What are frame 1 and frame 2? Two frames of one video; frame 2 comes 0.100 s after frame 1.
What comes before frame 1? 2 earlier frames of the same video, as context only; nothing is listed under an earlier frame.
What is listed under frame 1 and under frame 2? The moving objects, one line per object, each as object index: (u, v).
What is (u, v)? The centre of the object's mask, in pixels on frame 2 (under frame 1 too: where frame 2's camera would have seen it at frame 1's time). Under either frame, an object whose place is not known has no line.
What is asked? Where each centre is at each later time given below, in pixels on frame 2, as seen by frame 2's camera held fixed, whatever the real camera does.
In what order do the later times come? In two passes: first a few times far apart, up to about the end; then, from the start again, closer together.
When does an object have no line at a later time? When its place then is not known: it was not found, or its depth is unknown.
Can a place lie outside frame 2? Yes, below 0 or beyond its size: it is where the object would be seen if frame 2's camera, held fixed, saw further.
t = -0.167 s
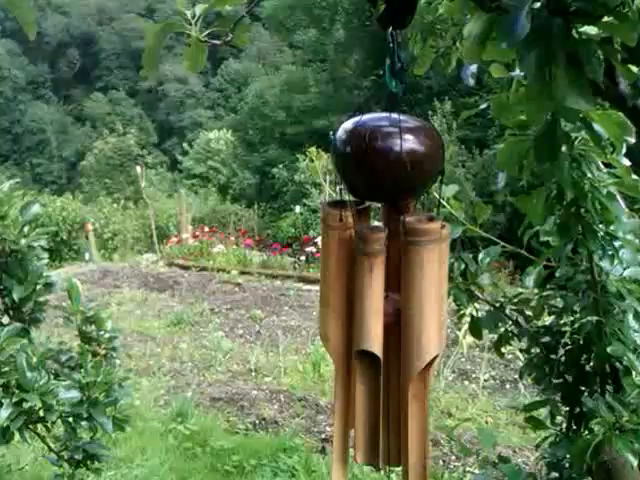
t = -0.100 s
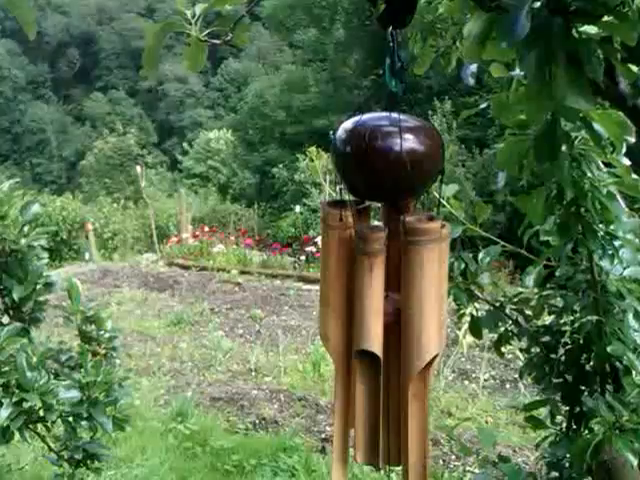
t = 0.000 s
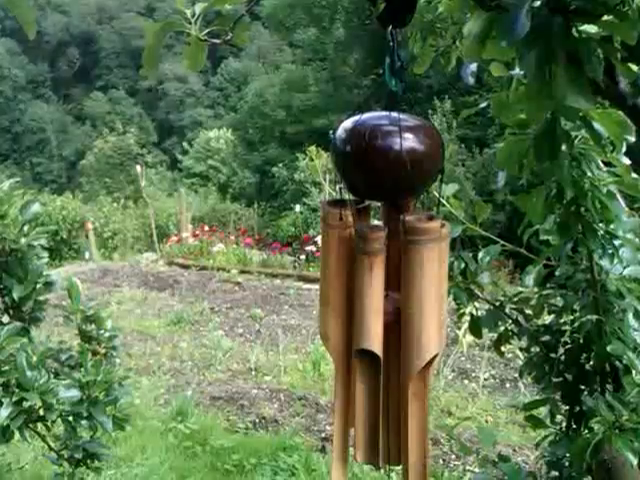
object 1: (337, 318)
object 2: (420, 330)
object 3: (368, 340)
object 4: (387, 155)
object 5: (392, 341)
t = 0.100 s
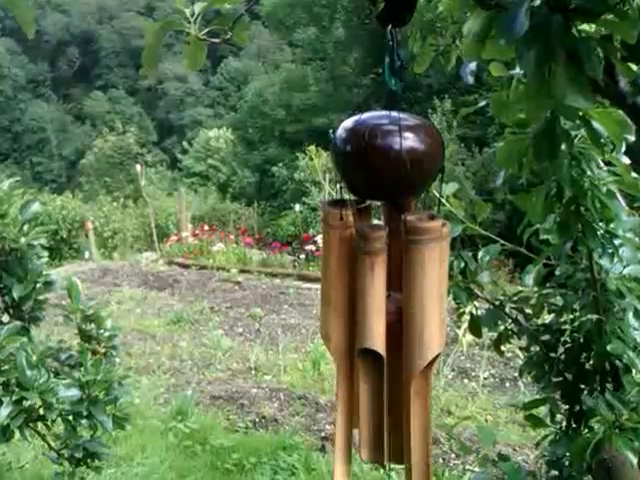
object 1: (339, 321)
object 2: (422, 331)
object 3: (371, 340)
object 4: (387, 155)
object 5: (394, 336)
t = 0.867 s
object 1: (338, 320)
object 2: (420, 333)
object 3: (369, 341)
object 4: (385, 154)
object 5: (392, 338)
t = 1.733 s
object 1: (341, 324)
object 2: (424, 335)
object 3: (372, 343)
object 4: (386, 153)
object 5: (396, 340)
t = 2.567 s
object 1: (336, 324)
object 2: (419, 337)
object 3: (368, 341)
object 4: (385, 152)
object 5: (391, 337)
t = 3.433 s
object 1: (333, 323)
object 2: (418, 337)
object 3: (367, 342)
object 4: (385, 151)
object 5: (390, 330)
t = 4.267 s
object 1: (335, 323)
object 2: (423, 340)
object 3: (369, 342)
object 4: (385, 149)
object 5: (393, 335)
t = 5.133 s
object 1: (334, 321)
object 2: (421, 337)
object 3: (369, 340)
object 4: (385, 148)
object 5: (392, 330)
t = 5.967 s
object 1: (335, 323)
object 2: (418, 337)
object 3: (368, 339)
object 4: (386, 149)
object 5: (391, 330)
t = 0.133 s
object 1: (339, 321)
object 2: (421, 331)
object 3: (371, 340)
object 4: (387, 155)
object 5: (394, 337)
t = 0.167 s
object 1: (339, 321)
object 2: (422, 331)
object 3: (372, 341)
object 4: (388, 155)
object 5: (395, 337)
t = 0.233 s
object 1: (339, 320)
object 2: (422, 331)
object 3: (372, 341)
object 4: (388, 154)
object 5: (395, 336)
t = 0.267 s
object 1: (339, 320)
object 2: (422, 331)
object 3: (372, 341)
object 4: (388, 154)
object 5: (395, 335)
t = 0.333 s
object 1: (339, 320)
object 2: (422, 331)
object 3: (372, 342)
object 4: (388, 154)
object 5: (395, 335)
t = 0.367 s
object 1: (339, 320)
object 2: (422, 331)
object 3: (371, 342)
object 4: (388, 154)
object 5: (395, 335)
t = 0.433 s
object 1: (338, 319)
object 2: (422, 331)
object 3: (371, 342)
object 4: (387, 154)
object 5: (394, 336)
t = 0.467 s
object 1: (339, 320)
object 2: (422, 332)
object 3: (370, 341)
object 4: (387, 154)
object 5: (394, 335)
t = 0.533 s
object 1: (339, 320)
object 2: (422, 333)
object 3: (370, 342)
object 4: (387, 154)
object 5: (393, 336)
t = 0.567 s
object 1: (339, 320)
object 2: (422, 334)
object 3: (369, 342)
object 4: (387, 155)
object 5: (393, 337)
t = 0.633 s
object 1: (338, 320)
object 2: (421, 333)
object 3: (369, 342)
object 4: (386, 154)
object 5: (392, 339)
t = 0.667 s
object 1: (338, 320)
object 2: (421, 333)
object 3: (369, 342)
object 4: (386, 154)
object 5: (392, 338)
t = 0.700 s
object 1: (338, 320)
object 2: (421, 333)
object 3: (369, 341)
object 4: (386, 154)
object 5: (392, 338)
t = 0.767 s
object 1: (338, 320)
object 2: (421, 333)
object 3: (368, 340)
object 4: (386, 154)
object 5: (392, 338)
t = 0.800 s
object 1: (338, 320)
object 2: (421, 333)
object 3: (368, 340)
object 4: (386, 154)
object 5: (392, 338)
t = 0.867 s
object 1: (338, 320)
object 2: (420, 333)
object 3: (369, 341)
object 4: (385, 154)
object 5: (392, 338)
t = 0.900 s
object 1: (338, 320)
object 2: (420, 333)
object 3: (369, 341)
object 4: (385, 154)
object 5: (392, 338)
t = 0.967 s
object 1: (338, 321)
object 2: (421, 334)
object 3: (370, 341)
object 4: (386, 154)
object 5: (393, 337)
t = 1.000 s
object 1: (338, 321)
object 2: (421, 334)
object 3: (370, 341)
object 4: (386, 154)
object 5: (393, 336)
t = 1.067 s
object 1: (338, 321)
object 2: (421, 334)
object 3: (370, 341)
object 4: (386, 154)
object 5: (393, 337)
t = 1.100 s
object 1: (338, 322)
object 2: (421, 334)
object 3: (370, 341)
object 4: (386, 154)
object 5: (393, 338)
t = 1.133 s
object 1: (338, 321)
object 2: (421, 334)
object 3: (370, 341)
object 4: (386, 154)
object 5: (393, 338)
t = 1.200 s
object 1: (338, 321)
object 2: (421, 334)
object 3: (371, 341)
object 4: (386, 154)
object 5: (393, 337)
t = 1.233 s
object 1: (339, 322)
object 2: (421, 335)
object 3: (371, 341)
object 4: (387, 154)
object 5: (393, 337)
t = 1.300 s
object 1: (339, 319)
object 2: (421, 334)
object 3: (371, 342)
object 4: (387, 154)
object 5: (394, 335)
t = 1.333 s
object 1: (340, 319)
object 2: (421, 334)
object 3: (371, 343)
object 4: (386, 153)
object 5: (394, 335)
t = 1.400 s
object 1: (341, 320)
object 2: (423, 335)
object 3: (371, 343)
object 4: (387, 153)
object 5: (394, 336)
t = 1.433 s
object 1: (342, 319)
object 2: (423, 335)
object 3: (371, 343)
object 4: (387, 153)
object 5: (394, 334)
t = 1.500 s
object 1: (342, 319)
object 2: (423, 336)
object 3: (371, 343)
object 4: (387, 153)
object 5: (395, 335)
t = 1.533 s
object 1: (342, 319)
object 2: (424, 335)
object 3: (372, 343)
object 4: (386, 153)
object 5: (395, 336)
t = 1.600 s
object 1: (342, 319)
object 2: (424, 335)
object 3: (372, 342)
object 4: (386, 153)
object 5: (395, 338)
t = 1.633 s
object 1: (342, 320)
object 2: (424, 335)
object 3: (372, 343)
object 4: (387, 153)
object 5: (395, 338)
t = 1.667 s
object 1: (342, 321)
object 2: (424, 335)
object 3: (372, 342)
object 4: (386, 153)
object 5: (395, 338)
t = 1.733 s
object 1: (341, 324)
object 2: (424, 335)
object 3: (372, 343)
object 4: (386, 153)
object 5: (396, 340)
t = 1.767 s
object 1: (341, 325)
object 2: (424, 335)
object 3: (372, 343)
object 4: (387, 153)
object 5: (396, 340)
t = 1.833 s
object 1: (340, 324)
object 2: (423, 336)
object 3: (372, 342)
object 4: (386, 153)
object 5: (395, 340)
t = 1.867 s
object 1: (339, 324)
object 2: (423, 336)
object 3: (371, 341)
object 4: (386, 153)
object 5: (394, 340)
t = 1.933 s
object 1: (337, 322)
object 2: (422, 336)
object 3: (369, 341)
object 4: (385, 152)
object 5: (393, 342)
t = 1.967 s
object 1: (336, 321)
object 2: (420, 336)
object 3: (369, 341)
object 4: (385, 152)
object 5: (392, 343)
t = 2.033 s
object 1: (335, 322)
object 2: (420, 337)
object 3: (368, 339)
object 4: (385, 152)
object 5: (391, 342)
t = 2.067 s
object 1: (334, 323)
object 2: (419, 337)
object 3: (367, 340)
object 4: (385, 152)
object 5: (390, 343)
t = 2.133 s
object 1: (333, 322)
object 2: (419, 338)
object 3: (366, 341)
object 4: (385, 152)
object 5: (390, 341)
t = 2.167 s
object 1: (333, 322)
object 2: (418, 338)
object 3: (366, 341)
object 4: (385, 152)
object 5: (390, 341)
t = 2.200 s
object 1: (333, 322)
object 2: (418, 338)
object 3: (366, 341)
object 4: (385, 152)
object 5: (390, 342)
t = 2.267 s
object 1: (332, 324)
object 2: (417, 338)
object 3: (364, 341)
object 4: (384, 152)
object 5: (389, 340)
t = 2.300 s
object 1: (331, 323)
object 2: (417, 338)
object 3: (364, 342)
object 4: (384, 152)
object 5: (388, 339)
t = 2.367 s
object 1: (331, 322)
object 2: (416, 338)
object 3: (364, 341)
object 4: (383, 153)
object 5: (388, 335)
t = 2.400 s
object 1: (331, 322)
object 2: (416, 338)
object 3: (365, 342)
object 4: (383, 153)
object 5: (388, 335)
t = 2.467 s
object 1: (333, 323)
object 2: (417, 337)
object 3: (366, 342)
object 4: (384, 153)
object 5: (389, 333)
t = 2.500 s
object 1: (334, 323)
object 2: (417, 337)
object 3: (367, 341)
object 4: (384, 153)
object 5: (390, 334)
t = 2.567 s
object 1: (336, 324)
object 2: (419, 337)
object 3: (368, 341)
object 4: (385, 152)
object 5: (391, 337)
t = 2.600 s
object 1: (336, 325)
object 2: (420, 338)
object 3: (369, 340)
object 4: (385, 152)
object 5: (391, 338)
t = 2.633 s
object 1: (337, 325)
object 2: (420, 338)
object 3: (369, 339)
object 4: (385, 152)
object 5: (392, 340)
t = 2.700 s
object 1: (339, 324)
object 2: (422, 338)
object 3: (370, 340)
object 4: (385, 152)
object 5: (393, 340)
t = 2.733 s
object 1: (339, 324)
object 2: (422, 338)
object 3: (370, 340)
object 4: (385, 152)
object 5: (393, 339)
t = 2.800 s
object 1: (339, 323)
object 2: (423, 339)
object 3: (371, 340)
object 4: (386, 151)
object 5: (394, 340)
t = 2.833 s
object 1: (339, 323)
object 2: (423, 339)
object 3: (371, 340)
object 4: (386, 151)
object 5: (394, 341)
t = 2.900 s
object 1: (338, 323)
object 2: (423, 339)
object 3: (370, 340)
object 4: (386, 151)
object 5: (394, 341)
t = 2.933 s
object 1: (338, 324)
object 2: (423, 339)
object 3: (370, 340)
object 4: (386, 151)
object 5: (394, 343)
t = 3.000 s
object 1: (338, 324)
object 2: (423, 340)
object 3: (370, 341)
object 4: (386, 152)
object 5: (393, 342)
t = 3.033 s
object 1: (337, 325)
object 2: (423, 339)
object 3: (370, 341)
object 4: (386, 152)
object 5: (393, 341)
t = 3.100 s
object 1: (336, 325)
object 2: (421, 339)
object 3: (369, 342)
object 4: (385, 152)
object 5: (393, 339)
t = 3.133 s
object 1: (335, 326)
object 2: (421, 339)
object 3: (369, 343)
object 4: (386, 152)
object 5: (393, 336)
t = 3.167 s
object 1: (335, 325)
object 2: (421, 339)
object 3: (369, 343)
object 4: (386, 152)
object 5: (392, 333)
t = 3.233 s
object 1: (334, 325)
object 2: (420, 338)
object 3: (368, 342)
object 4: (385, 151)
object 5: (391, 332)
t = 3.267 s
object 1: (333, 324)
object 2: (419, 338)
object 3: (367, 342)
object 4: (385, 151)
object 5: (391, 330)
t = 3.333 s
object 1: (333, 324)
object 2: (418, 338)
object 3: (367, 342)
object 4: (385, 151)
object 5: (391, 330)
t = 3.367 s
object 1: (333, 324)
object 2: (418, 338)
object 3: (367, 342)
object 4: (385, 151)
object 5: (390, 329)
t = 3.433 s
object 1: (333, 323)
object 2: (418, 337)
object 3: (367, 342)
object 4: (385, 151)
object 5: (390, 330)
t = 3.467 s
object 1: (333, 323)
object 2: (418, 338)
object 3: (366, 342)
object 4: (385, 151)
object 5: (390, 328)
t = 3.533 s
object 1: (333, 321)
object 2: (418, 338)
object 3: (367, 340)
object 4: (385, 151)
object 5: (390, 333)
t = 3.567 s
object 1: (334, 321)
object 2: (418, 337)
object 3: (367, 340)
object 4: (385, 151)
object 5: (390, 334)
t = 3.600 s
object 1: (335, 322)
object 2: (419, 337)
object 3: (367, 340)
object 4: (385, 150)
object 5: (391, 335)
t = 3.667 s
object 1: (336, 321)
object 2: (420, 338)
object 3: (368, 339)
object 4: (385, 150)
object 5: (391, 338)
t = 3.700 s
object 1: (336, 321)
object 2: (420, 337)
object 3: (368, 338)
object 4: (386, 150)
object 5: (391, 338)
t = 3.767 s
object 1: (337, 318)
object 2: (421, 338)
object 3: (368, 338)
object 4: (386, 149)
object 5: (392, 338)
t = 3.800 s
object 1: (337, 319)
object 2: (422, 338)
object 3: (369, 338)
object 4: (386, 149)
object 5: (393, 337)
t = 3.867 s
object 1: (338, 319)
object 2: (422, 339)
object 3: (369, 338)
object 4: (386, 148)
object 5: (393, 336)
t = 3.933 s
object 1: (338, 320)
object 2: (423, 339)
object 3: (370, 339)
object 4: (386, 148)
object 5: (393, 337)
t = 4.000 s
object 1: (338, 321)
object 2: (424, 339)
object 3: (371, 340)
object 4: (386, 148)
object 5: (395, 335)
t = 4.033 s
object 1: (338, 321)
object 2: (424, 340)
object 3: (371, 339)
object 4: (386, 148)
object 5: (395, 336)
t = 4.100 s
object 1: (338, 322)
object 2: (424, 340)
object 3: (371, 341)
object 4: (386, 148)
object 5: (395, 336)
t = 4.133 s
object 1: (338, 323)
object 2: (424, 340)
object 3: (371, 341)
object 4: (386, 148)
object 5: (395, 334)
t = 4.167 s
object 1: (337, 324)
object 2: (424, 340)
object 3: (371, 341)
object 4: (386, 149)
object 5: (395, 332)
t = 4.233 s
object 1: (336, 325)
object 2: (423, 340)
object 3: (370, 343)
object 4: (386, 149)
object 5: (394, 334)
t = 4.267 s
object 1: (335, 323)
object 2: (423, 340)
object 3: (369, 342)
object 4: (385, 149)
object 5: (393, 335)
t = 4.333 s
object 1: (334, 321)
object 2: (421, 340)
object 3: (367, 342)
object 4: (385, 149)
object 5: (392, 338)
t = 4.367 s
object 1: (334, 321)
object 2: (421, 339)
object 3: (366, 341)
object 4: (385, 148)
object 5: (391, 338)
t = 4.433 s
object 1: (333, 320)
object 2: (420, 339)
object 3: (365, 341)
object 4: (385, 148)
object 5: (390, 337)
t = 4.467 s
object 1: (333, 320)
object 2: (419, 339)
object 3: (365, 340)
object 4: (384, 148)
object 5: (389, 339)
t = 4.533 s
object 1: (332, 320)
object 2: (418, 339)
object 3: (364, 339)
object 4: (384, 148)
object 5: (389, 338)
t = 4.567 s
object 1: (332, 320)
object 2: (418, 339)
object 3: (364, 339)
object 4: (384, 148)
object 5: (389, 337)
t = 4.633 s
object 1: (332, 320)
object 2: (418, 339)
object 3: (365, 338)
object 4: (384, 148)
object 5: (389, 336)
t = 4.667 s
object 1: (332, 320)
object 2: (418, 338)
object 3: (365, 337)
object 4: (384, 148)
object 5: (389, 338)
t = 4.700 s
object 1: (332, 319)
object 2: (418, 337)
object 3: (365, 336)
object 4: (384, 148)
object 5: (389, 336)
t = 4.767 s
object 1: (332, 320)
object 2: (418, 337)
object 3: (366, 336)
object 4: (384, 148)
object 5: (390, 335)
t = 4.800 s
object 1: (332, 320)
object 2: (418, 337)
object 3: (366, 336)
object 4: (384, 148)
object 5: (389, 334)
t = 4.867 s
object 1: (333, 321)
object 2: (418, 337)
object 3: (367, 337)
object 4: (384, 148)
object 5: (390, 333)
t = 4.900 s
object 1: (333, 322)
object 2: (418, 338)
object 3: (368, 337)
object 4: (384, 148)
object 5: (391, 332)
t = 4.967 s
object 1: (333, 321)
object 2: (418, 337)
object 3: (368, 337)
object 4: (384, 148)
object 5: (391, 331)
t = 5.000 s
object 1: (334, 321)
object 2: (420, 337)
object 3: (369, 338)
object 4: (385, 148)
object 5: (392, 328)
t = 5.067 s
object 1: (334, 321)
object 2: (420, 337)
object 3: (369, 339)
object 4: (385, 148)
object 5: (392, 332)
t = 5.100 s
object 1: (334, 321)
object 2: (420, 337)
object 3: (369, 340)
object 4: (385, 148)
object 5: (392, 329)
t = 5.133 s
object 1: (334, 321)
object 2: (421, 337)
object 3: (369, 340)
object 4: (385, 148)
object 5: (392, 330)
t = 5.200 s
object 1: (334, 320)
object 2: (421, 336)
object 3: (368, 340)
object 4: (385, 148)
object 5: (392, 331)
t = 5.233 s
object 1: (334, 320)
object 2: (421, 337)
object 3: (368, 340)
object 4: (385, 148)
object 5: (392, 332)
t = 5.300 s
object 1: (334, 321)
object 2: (421, 336)
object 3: (368, 340)
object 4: (385, 148)
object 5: (392, 335)
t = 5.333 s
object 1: (335, 324)
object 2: (421, 337)
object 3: (368, 340)
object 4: (385, 148)
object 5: (392, 331)
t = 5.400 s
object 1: (335, 324)
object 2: (421, 338)
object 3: (366, 341)
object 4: (385, 148)
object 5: (391, 337)
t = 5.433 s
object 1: (334, 324)
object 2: (420, 338)
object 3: (366, 342)
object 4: (385, 148)
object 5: (391, 338)
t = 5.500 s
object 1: (334, 324)
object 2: (420, 338)
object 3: (366, 341)
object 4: (384, 148)
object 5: (391, 337)
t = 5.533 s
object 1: (334, 324)
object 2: (420, 338)
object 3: (366, 341)
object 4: (384, 148)
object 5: (391, 337)
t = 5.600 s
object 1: (334, 323)
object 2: (419, 338)
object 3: (366, 340)
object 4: (384, 148)
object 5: (390, 337)
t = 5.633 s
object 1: (334, 323)
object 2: (419, 338)
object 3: (366, 340)
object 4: (384, 148)
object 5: (390, 336)
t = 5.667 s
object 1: (334, 322)
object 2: (418, 338)
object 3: (366, 339)
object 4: (384, 148)
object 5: (390, 335)
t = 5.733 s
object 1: (334, 323)
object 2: (418, 338)
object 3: (366, 339)
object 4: (384, 148)
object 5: (390, 333)
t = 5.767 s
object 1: (334, 323)
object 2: (418, 338)
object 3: (367, 339)
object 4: (384, 148)
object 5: (390, 331)
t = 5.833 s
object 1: (334, 322)
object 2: (417, 337)
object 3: (367, 338)
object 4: (385, 149)
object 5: (390, 332)
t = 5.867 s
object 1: (334, 323)
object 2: (417, 337)
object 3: (367, 338)
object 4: (385, 149)
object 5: (390, 332)
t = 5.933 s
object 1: (335, 323)
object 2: (418, 337)
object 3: (367, 339)
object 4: (385, 149)
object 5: (391, 331)
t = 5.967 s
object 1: (335, 323)
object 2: (418, 337)
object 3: (368, 339)
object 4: (386, 149)
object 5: (391, 330)
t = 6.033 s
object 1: (335, 322)
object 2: (419, 337)
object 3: (368, 339)
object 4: (386, 149)
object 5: (391, 334)
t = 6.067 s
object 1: (336, 322)
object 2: (419, 337)
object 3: (368, 340)
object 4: (387, 150)
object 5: (392, 334)
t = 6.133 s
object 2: (421, 337)
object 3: (369, 341)
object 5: (393, 333)
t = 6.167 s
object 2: (421, 337)
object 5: (393, 335)
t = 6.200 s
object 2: (422, 337)
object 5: (393, 334)
